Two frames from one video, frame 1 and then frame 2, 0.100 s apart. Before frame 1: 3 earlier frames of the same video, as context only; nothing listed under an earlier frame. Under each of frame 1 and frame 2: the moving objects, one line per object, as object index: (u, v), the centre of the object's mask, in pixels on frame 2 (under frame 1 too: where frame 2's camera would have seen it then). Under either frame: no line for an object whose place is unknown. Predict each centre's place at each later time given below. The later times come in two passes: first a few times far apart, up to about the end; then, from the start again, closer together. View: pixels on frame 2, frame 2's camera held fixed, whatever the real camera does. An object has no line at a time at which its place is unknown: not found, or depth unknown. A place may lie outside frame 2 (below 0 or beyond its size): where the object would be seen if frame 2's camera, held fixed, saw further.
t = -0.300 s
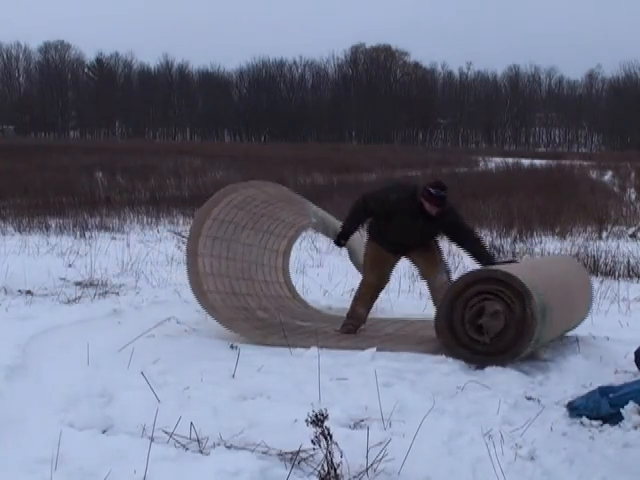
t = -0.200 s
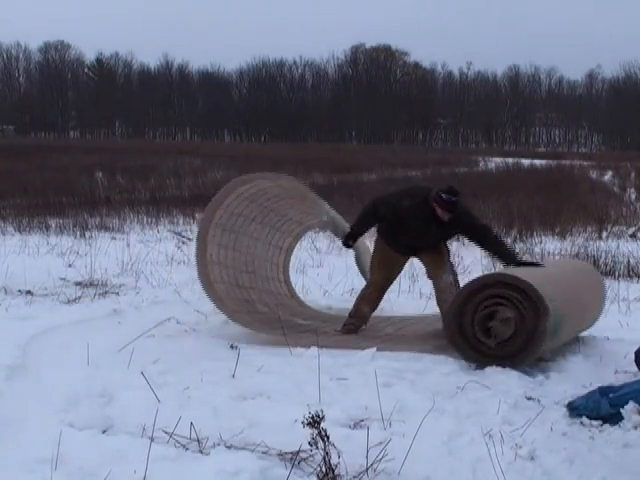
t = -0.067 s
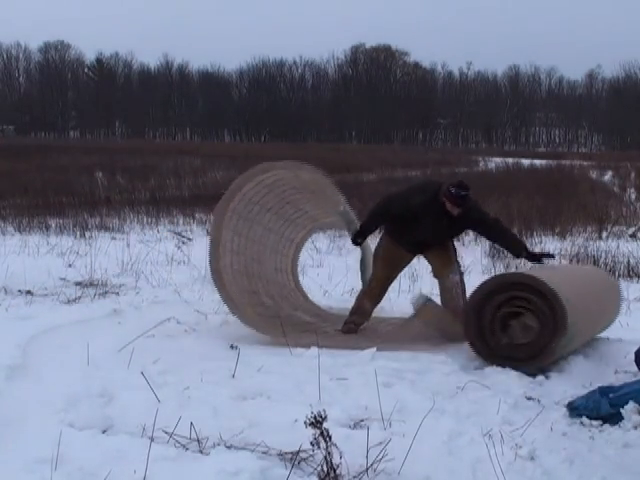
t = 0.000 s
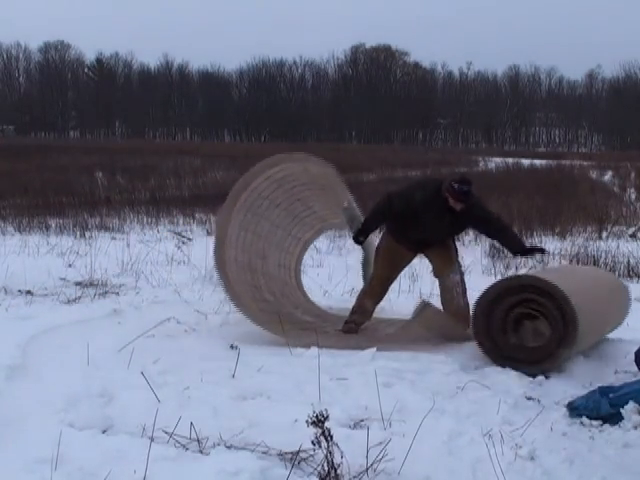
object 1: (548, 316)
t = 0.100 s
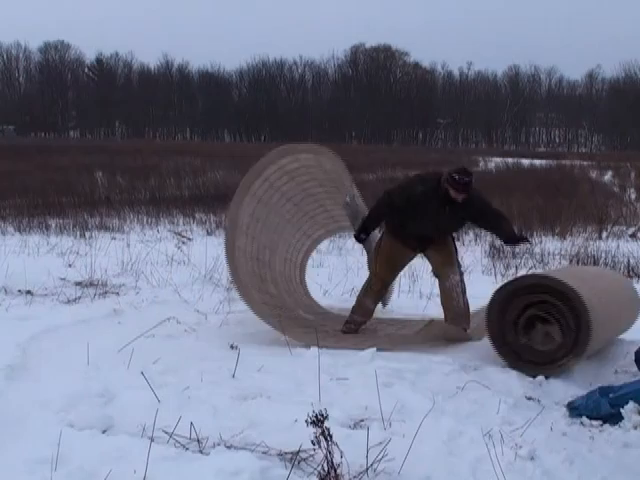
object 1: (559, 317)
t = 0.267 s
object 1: (572, 317)
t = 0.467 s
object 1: (587, 326)
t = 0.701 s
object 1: (601, 337)
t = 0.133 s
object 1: (562, 317)
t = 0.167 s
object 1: (565, 316)
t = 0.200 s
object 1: (567, 316)
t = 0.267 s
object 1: (572, 317)
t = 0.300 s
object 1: (575, 318)
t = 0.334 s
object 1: (577, 319)
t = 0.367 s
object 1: (580, 321)
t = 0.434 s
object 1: (585, 324)
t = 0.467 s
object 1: (587, 326)
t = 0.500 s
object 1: (589, 328)
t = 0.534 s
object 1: (592, 330)
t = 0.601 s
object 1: (596, 332)
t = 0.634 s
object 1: (598, 334)
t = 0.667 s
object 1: (599, 335)
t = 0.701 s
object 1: (601, 337)
